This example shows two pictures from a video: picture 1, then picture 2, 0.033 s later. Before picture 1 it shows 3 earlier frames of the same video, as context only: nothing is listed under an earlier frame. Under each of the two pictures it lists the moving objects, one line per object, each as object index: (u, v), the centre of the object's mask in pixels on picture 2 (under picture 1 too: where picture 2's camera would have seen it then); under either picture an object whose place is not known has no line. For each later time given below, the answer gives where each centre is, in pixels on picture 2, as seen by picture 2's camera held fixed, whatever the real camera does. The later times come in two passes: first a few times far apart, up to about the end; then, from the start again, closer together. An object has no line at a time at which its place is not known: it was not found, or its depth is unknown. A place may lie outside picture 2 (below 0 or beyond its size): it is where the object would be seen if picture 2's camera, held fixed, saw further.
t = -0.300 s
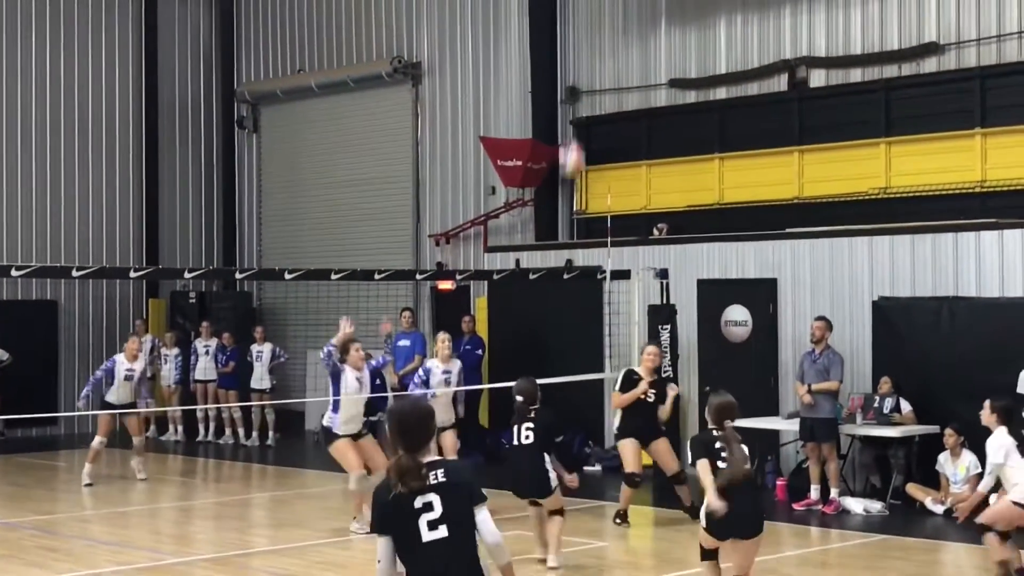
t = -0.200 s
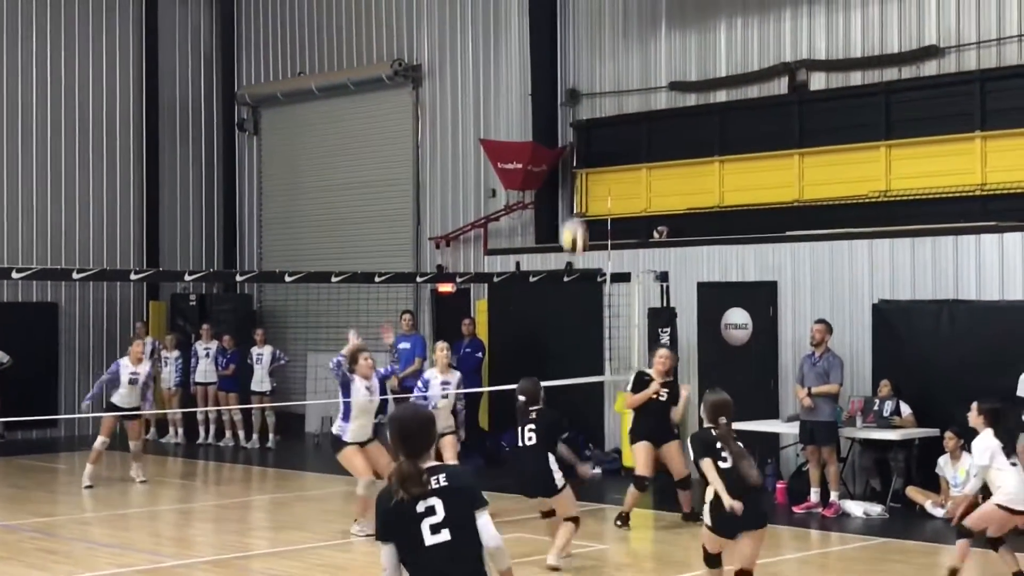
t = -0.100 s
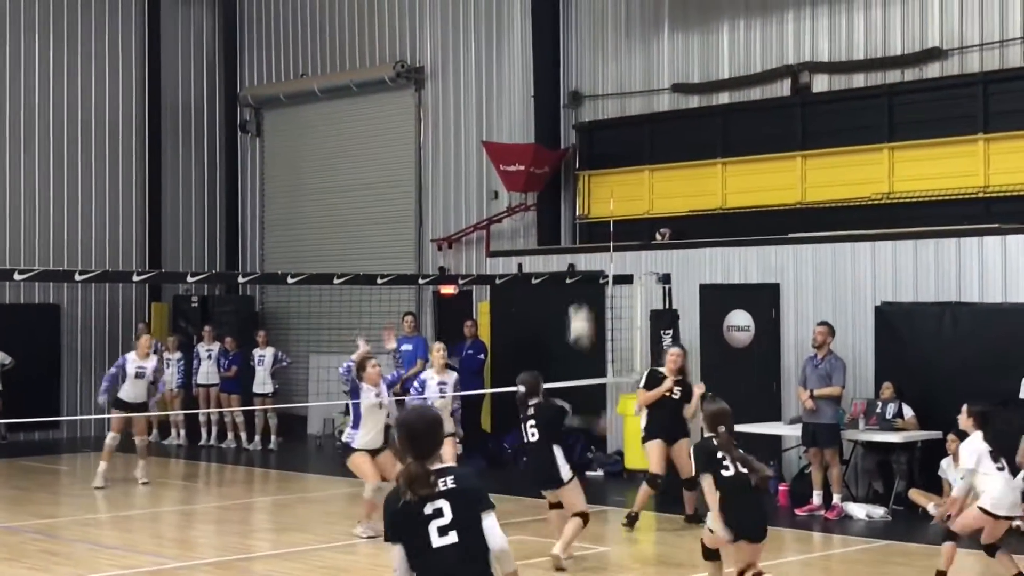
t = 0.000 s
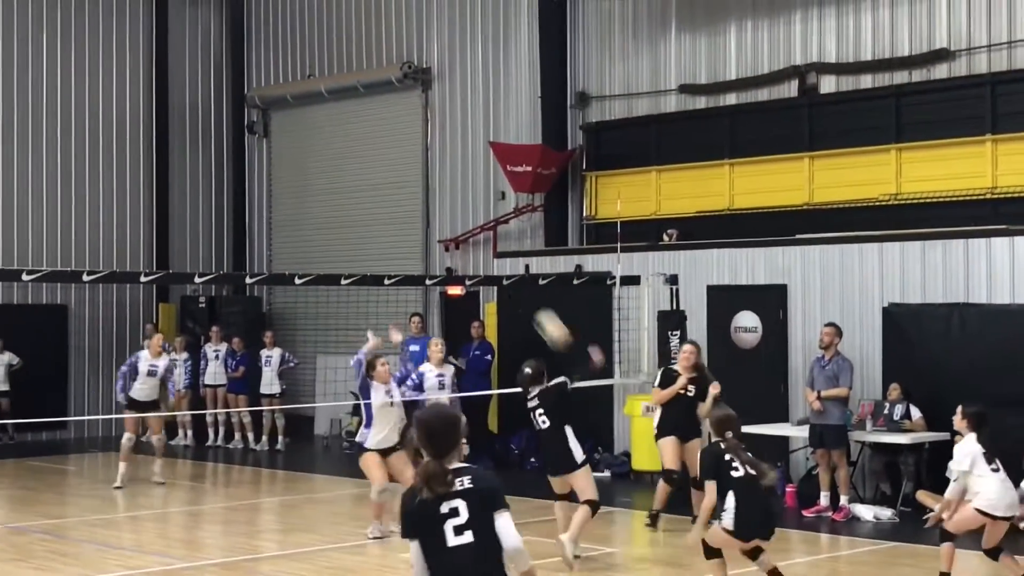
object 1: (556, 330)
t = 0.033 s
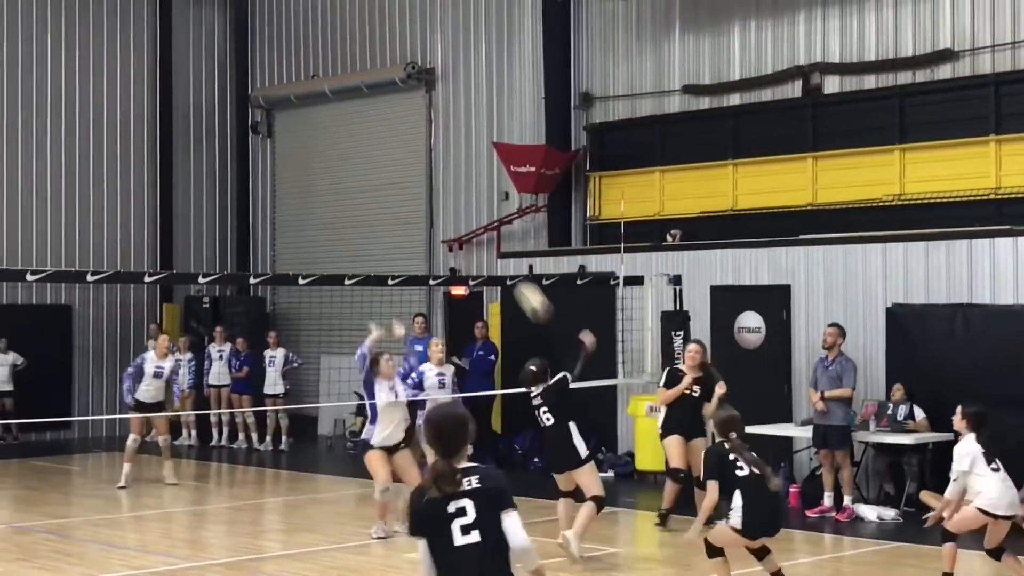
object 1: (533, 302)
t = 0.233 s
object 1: (400, 167)
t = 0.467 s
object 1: (271, 95)
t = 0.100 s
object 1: (487, 248)
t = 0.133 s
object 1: (465, 224)
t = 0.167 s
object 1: (443, 204)
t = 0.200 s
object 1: (422, 185)
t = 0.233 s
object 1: (400, 167)
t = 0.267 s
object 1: (381, 152)
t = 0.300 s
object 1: (362, 138)
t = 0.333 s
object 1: (344, 128)
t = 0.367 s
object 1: (326, 116)
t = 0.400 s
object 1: (306, 107)
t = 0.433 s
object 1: (288, 100)
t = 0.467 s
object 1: (271, 95)
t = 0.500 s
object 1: (253, 91)
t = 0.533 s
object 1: (237, 88)
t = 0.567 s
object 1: (220, 86)
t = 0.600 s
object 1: (204, 85)
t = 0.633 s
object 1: (187, 88)
